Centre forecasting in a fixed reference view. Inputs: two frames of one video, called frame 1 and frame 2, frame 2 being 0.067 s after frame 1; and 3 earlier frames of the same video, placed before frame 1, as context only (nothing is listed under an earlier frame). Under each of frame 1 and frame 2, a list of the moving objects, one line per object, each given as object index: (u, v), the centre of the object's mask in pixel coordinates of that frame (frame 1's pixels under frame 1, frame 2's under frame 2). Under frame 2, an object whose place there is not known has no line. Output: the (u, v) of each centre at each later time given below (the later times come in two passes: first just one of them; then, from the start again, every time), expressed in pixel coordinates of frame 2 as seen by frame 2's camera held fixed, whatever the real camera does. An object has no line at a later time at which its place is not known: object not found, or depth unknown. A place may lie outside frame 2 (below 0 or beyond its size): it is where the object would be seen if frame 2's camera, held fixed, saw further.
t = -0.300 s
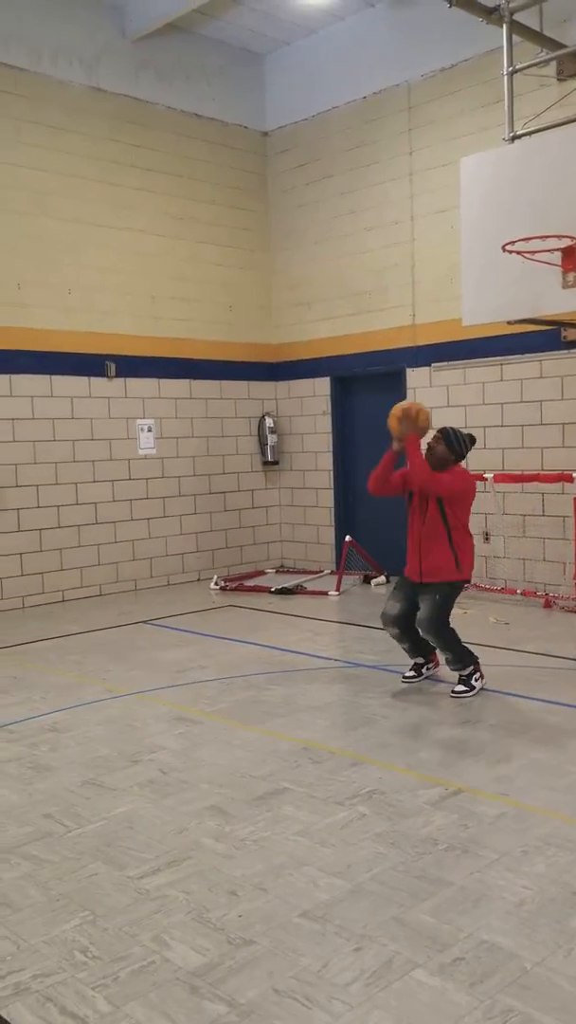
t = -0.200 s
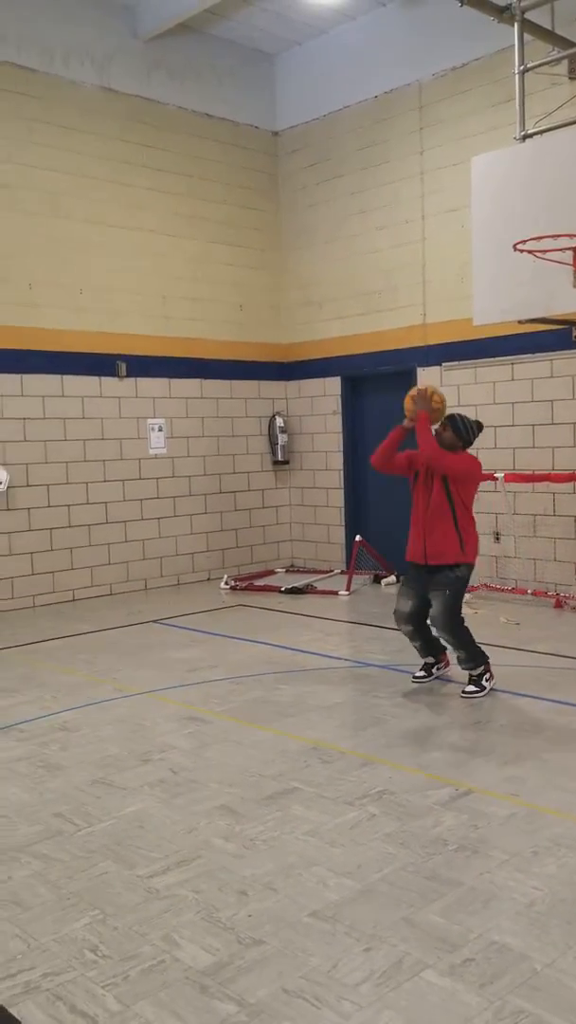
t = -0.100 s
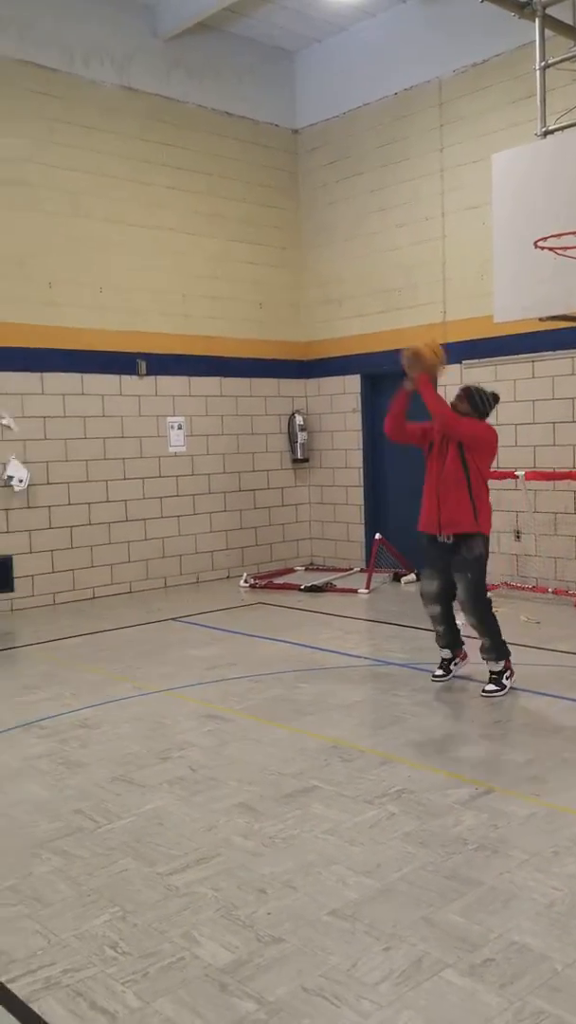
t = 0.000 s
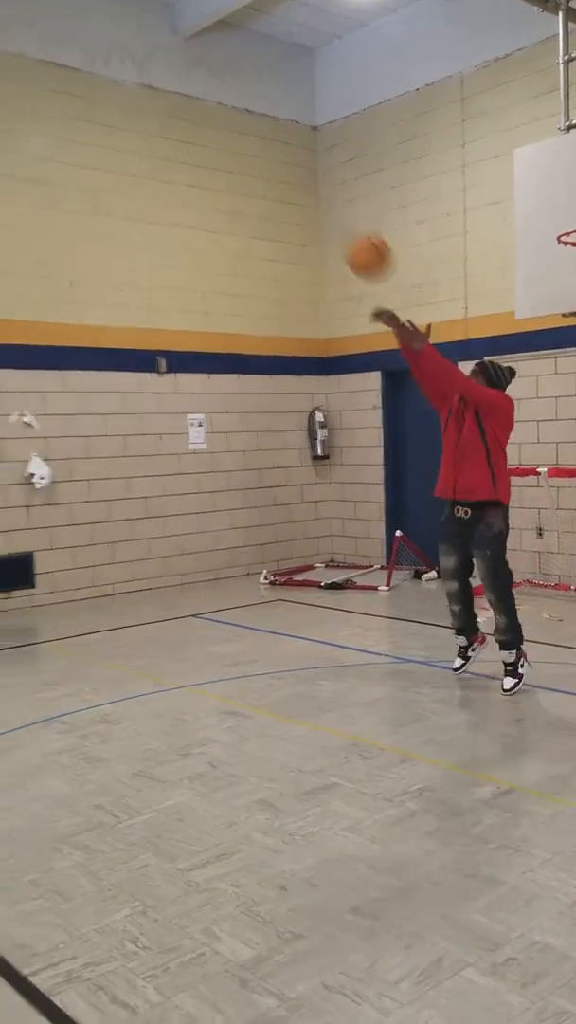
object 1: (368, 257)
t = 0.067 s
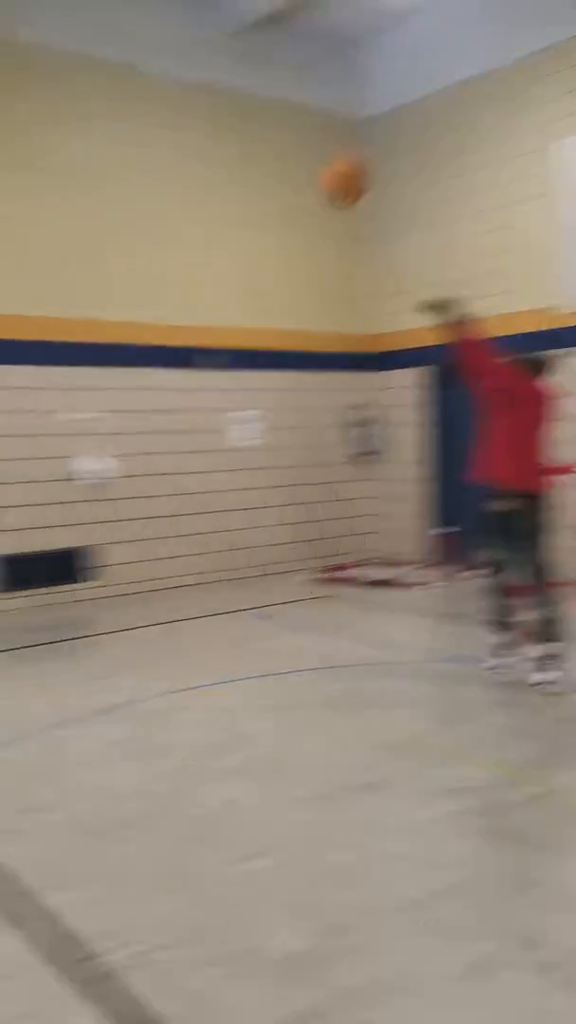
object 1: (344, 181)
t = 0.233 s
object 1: (178, 40)
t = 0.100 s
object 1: (308, 148)
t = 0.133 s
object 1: (281, 118)
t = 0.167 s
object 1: (248, 89)
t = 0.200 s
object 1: (213, 64)
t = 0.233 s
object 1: (178, 40)
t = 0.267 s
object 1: (145, 29)
